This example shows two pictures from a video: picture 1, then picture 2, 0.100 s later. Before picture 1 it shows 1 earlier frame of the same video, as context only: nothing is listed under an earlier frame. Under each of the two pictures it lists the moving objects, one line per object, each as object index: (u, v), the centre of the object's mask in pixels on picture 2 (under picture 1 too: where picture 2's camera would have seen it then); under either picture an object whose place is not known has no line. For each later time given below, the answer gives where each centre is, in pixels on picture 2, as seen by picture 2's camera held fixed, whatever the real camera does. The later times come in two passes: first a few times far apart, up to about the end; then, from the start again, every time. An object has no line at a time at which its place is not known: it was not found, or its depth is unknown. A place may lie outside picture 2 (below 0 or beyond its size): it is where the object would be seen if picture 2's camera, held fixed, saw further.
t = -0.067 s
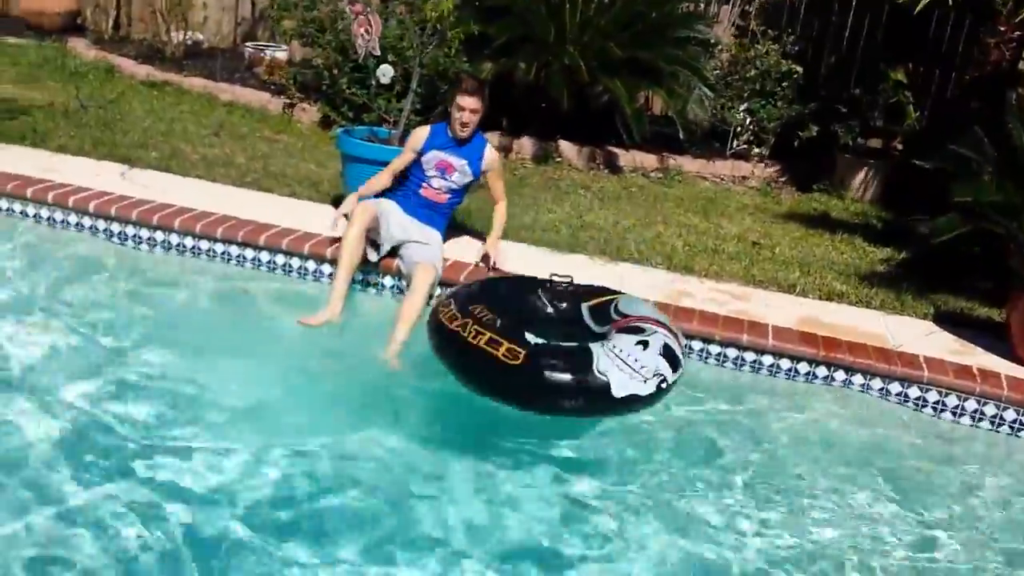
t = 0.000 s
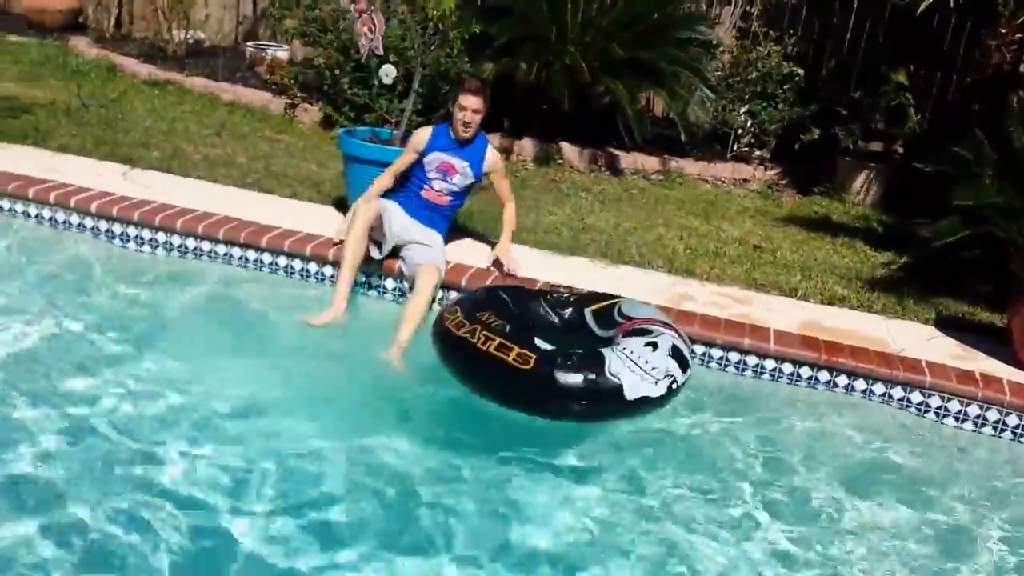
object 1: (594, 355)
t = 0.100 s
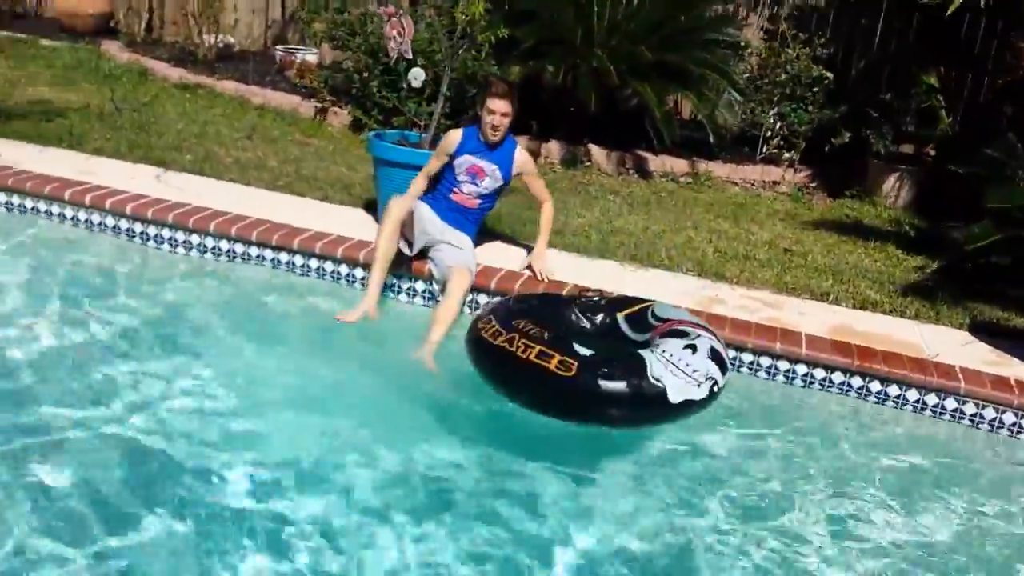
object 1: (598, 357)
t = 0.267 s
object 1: (609, 363)
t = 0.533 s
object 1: (626, 371)
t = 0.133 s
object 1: (600, 358)
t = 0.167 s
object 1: (602, 359)
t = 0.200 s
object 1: (605, 361)
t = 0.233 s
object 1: (607, 362)
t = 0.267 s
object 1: (609, 363)
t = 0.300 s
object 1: (611, 364)
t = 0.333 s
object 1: (612, 364)
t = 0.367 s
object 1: (615, 365)
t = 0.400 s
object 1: (617, 367)
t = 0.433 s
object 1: (619, 367)
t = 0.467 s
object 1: (622, 368)
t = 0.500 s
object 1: (624, 369)
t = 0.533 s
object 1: (626, 371)
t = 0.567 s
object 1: (628, 371)
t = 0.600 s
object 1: (630, 372)
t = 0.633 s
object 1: (632, 373)
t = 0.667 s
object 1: (634, 375)
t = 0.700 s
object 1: (636, 376)
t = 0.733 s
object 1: (638, 377)
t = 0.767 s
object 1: (640, 377)
